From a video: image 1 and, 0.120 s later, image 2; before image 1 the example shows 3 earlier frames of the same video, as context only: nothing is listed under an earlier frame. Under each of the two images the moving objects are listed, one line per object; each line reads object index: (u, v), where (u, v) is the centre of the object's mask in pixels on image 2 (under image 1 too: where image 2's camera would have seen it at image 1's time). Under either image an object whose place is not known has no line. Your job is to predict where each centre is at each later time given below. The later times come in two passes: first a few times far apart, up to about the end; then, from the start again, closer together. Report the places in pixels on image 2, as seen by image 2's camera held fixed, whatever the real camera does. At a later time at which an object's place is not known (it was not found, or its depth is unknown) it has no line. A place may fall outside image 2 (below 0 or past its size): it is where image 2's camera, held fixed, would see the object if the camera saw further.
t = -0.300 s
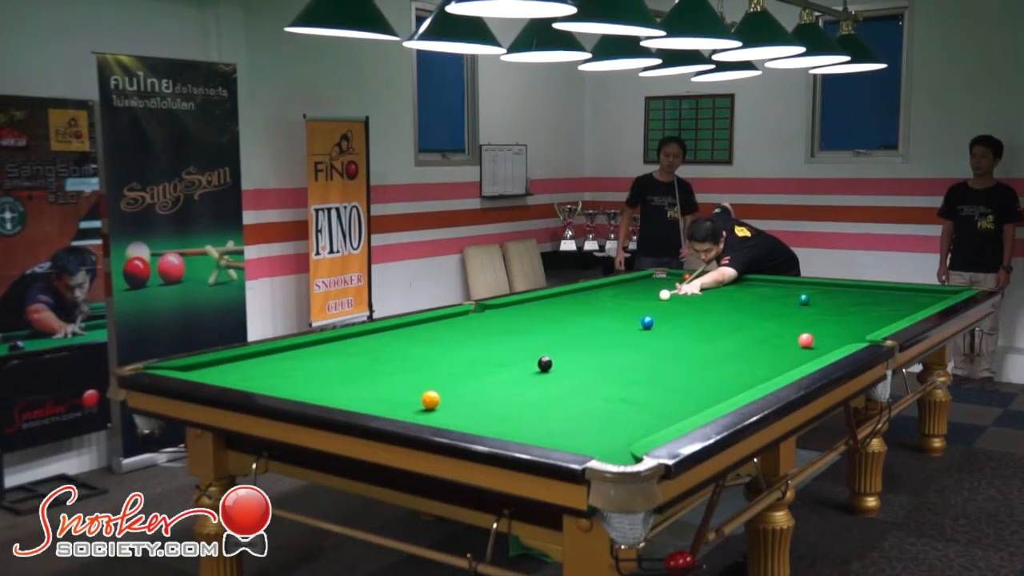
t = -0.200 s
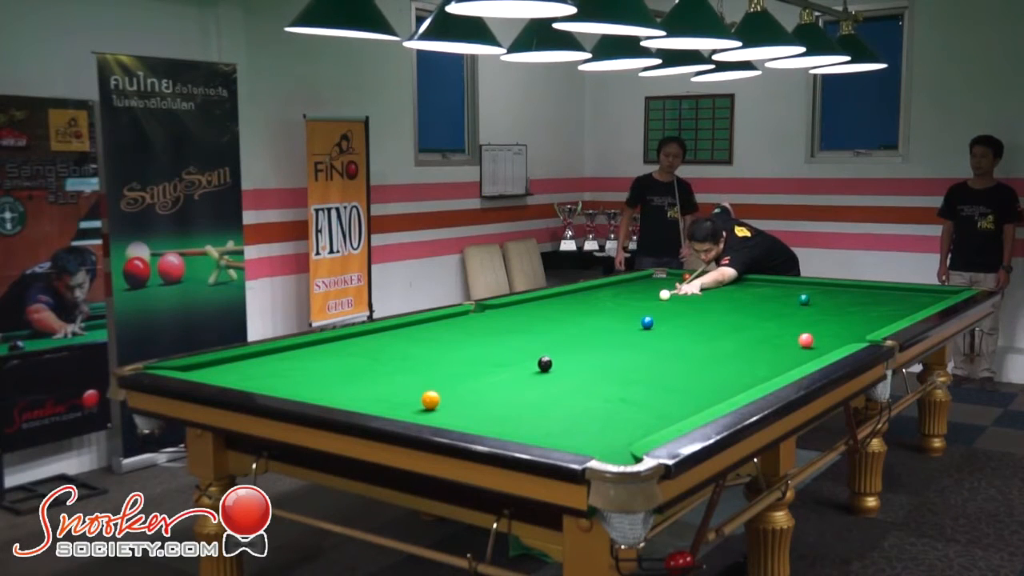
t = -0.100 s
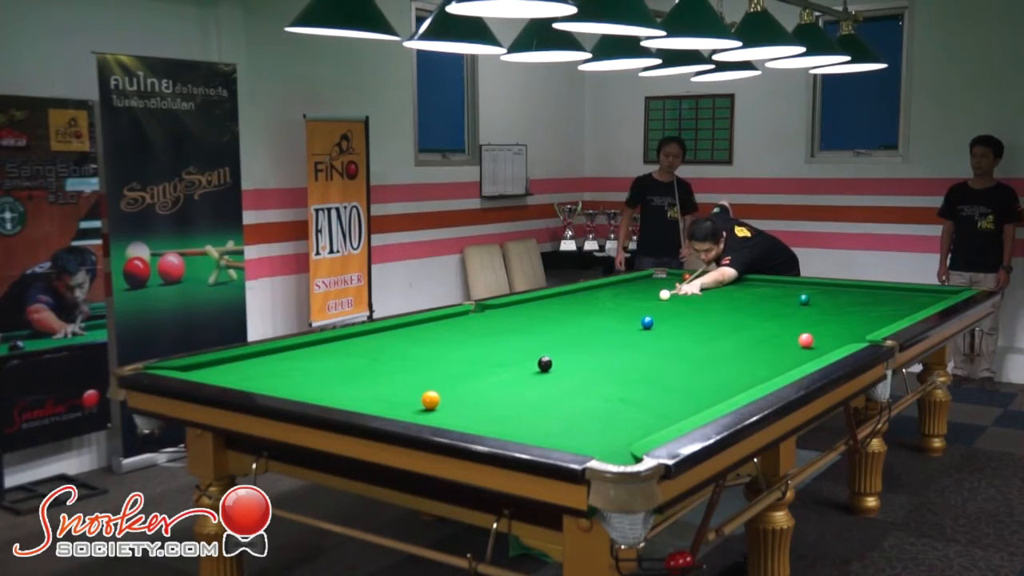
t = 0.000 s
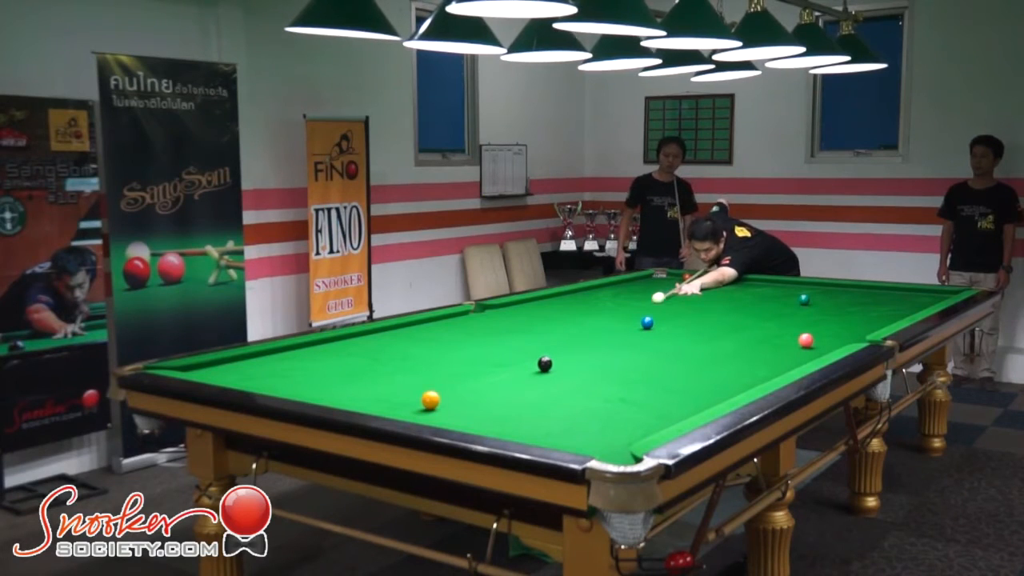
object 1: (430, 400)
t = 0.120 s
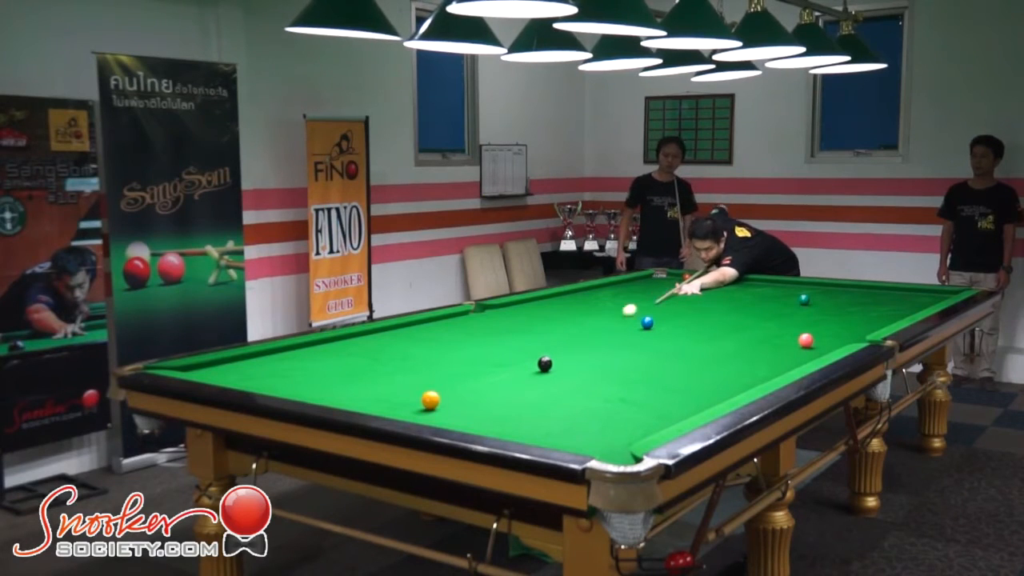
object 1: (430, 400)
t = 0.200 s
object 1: (430, 400)
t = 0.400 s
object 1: (430, 400)
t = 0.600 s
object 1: (430, 400)
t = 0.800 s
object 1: (426, 402)
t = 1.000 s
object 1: (448, 404)
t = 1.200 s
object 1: (509, 391)
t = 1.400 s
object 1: (563, 380)
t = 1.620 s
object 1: (615, 369)
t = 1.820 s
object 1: (658, 361)
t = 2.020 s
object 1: (697, 352)
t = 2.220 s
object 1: (732, 346)
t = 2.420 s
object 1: (764, 339)
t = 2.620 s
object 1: (793, 333)
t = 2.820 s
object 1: (821, 327)
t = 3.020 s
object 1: (845, 323)
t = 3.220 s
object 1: (868, 318)
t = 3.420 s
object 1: (889, 313)
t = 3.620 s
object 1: (908, 309)
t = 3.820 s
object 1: (926, 305)
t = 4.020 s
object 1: (934, 301)
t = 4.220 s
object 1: (938, 298)
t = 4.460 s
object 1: (942, 294)
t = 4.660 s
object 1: (945, 292)
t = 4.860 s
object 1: (945, 291)
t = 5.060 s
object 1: (941, 292)
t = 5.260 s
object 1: (937, 294)
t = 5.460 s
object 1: (934, 296)
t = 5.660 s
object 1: (930, 297)
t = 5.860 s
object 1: (927, 298)
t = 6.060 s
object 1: (924, 300)
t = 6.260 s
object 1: (921, 301)
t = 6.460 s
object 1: (919, 302)
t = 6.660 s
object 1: (917, 303)
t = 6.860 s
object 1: (915, 304)
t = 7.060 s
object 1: (913, 304)
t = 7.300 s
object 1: (911, 305)
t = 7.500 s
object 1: (909, 306)
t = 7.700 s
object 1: (908, 306)
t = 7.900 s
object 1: (907, 307)
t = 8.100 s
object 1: (907, 307)
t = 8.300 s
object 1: (907, 307)
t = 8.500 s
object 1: (907, 307)
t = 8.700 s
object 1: (907, 307)
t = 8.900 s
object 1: (907, 307)
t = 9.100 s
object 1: (907, 307)
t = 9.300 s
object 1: (907, 307)
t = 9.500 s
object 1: (907, 307)
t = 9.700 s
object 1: (907, 307)
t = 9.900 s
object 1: (907, 307)
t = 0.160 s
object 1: (430, 400)
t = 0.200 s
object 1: (430, 400)
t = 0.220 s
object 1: (430, 400)
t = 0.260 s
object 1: (430, 400)
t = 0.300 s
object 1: (430, 400)
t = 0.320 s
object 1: (430, 400)
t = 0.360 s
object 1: (430, 400)
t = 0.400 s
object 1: (430, 400)
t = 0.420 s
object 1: (430, 400)
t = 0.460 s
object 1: (430, 400)
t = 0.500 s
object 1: (430, 400)
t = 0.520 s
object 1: (430, 400)
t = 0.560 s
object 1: (430, 400)
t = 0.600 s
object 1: (430, 400)
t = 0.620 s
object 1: (430, 400)
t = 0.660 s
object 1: (430, 400)
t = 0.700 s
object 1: (430, 400)
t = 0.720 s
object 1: (430, 400)
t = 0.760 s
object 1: (430, 400)
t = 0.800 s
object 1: (426, 402)
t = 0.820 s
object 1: (420, 404)
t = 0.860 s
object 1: (409, 407)
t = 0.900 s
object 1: (412, 408)
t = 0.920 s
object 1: (420, 408)
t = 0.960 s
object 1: (435, 407)
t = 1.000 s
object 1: (448, 404)
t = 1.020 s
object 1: (455, 403)
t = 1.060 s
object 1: (467, 400)
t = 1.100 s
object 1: (480, 397)
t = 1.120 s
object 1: (486, 396)
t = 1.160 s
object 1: (497, 394)
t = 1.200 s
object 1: (509, 391)
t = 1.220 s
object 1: (514, 390)
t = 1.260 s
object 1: (526, 388)
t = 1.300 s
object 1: (537, 385)
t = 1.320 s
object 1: (542, 385)
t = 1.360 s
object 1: (553, 382)
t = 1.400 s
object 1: (563, 380)
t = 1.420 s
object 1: (567, 379)
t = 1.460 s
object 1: (578, 377)
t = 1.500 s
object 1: (587, 375)
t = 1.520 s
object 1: (592, 374)
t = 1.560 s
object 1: (601, 372)
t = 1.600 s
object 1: (611, 370)
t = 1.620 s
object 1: (615, 369)
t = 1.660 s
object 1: (624, 367)
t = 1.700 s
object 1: (633, 365)
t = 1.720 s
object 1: (637, 365)
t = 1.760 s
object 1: (646, 363)
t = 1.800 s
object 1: (654, 361)
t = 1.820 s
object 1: (658, 361)
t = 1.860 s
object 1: (666, 359)
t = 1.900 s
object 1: (674, 357)
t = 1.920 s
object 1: (678, 356)
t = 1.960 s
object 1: (686, 355)
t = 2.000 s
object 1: (693, 353)
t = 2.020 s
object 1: (697, 352)
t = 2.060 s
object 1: (704, 351)
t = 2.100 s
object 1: (711, 350)
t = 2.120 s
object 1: (715, 349)
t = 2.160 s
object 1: (722, 348)
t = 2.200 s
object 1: (729, 346)
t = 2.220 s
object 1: (732, 346)
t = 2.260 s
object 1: (739, 344)
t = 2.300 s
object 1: (746, 343)
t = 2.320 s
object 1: (748, 342)
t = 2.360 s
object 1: (755, 341)
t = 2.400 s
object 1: (761, 339)
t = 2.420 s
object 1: (764, 339)
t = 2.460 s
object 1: (770, 338)
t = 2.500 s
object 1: (776, 337)
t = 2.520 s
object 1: (779, 336)
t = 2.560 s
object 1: (785, 335)
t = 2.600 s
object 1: (790, 333)
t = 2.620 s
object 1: (793, 333)
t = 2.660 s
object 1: (798, 331)
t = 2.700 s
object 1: (804, 329)
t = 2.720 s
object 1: (807, 329)
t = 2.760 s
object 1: (813, 329)
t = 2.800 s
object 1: (818, 328)
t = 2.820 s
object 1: (821, 327)
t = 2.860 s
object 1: (826, 326)
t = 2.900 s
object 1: (831, 325)
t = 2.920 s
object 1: (833, 325)
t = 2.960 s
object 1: (838, 324)
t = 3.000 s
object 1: (843, 323)
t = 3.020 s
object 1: (845, 323)
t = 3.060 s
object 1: (850, 321)
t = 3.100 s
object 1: (855, 320)
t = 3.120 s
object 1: (857, 320)
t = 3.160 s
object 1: (861, 319)
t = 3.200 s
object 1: (866, 318)
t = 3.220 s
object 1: (868, 318)
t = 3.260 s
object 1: (872, 317)
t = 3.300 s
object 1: (876, 316)
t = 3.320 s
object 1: (879, 316)
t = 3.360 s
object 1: (883, 315)
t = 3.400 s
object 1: (887, 314)
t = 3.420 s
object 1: (889, 313)
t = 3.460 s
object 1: (893, 313)
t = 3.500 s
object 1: (897, 312)
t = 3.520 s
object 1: (899, 312)
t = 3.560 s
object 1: (902, 311)
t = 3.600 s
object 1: (907, 310)
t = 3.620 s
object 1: (908, 309)
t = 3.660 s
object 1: (912, 308)
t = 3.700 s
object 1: (915, 307)
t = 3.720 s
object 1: (917, 307)
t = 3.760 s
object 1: (920, 306)
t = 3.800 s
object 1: (924, 305)
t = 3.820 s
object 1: (926, 305)
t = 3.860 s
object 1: (929, 304)
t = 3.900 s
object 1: (933, 303)
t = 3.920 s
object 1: (933, 302)
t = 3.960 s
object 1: (933, 302)
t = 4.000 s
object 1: (934, 301)
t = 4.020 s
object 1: (934, 301)
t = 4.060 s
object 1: (935, 300)
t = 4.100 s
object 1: (936, 300)
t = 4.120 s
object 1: (936, 299)
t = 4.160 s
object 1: (937, 299)
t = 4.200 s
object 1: (937, 298)
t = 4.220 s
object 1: (938, 298)
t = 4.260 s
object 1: (939, 297)
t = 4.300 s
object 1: (940, 297)
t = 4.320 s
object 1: (940, 296)
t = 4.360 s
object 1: (940, 296)
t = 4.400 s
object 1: (941, 295)
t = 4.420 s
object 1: (941, 295)
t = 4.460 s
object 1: (942, 294)
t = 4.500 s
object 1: (942, 294)
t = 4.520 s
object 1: (943, 294)
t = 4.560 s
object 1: (944, 293)
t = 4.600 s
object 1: (944, 293)
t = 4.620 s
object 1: (944, 292)
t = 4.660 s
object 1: (945, 292)
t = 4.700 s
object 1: (946, 291)
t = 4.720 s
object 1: (946, 291)
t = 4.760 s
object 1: (946, 291)
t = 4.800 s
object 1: (946, 291)
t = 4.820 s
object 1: (946, 291)
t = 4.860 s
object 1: (945, 291)
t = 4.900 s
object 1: (945, 291)
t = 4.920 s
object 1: (944, 291)
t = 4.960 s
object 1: (943, 291)
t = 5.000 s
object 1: (942, 292)
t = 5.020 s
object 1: (942, 292)
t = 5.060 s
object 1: (941, 292)
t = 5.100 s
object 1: (940, 293)
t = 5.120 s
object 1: (940, 293)
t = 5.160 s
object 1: (939, 293)
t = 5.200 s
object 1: (939, 294)
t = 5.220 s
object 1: (938, 294)
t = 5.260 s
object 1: (937, 294)
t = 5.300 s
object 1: (937, 294)
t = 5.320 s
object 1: (936, 294)
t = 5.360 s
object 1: (935, 295)
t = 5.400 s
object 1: (935, 295)
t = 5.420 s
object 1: (934, 295)
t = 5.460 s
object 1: (934, 296)
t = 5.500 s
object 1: (933, 296)
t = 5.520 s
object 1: (933, 296)
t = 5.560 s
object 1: (932, 296)
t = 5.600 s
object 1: (931, 297)
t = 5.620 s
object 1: (931, 297)
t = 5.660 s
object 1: (930, 297)
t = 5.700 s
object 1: (929, 297)
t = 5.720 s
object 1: (929, 297)
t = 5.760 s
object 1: (929, 298)
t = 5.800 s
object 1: (928, 298)
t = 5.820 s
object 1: (928, 298)
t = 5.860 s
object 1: (927, 298)
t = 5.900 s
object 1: (927, 298)
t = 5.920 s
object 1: (926, 299)
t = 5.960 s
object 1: (926, 299)
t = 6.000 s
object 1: (925, 299)
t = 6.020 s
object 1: (925, 300)
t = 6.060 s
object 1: (924, 300)
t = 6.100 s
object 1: (923, 300)
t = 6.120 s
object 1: (923, 300)
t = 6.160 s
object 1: (922, 300)
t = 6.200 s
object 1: (922, 301)
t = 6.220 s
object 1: (922, 301)
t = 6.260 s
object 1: (921, 301)
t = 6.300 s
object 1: (921, 301)
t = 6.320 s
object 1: (921, 301)
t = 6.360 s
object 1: (920, 302)
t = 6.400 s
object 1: (920, 302)
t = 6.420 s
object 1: (919, 302)
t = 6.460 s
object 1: (919, 302)
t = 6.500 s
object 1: (918, 302)
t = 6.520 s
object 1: (918, 302)
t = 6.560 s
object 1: (918, 302)
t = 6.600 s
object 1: (917, 303)
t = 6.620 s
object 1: (917, 303)
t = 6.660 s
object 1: (917, 303)
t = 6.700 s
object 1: (916, 303)
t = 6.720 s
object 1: (916, 303)
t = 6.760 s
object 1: (916, 303)
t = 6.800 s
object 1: (915, 303)
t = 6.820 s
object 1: (915, 304)
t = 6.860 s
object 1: (915, 304)
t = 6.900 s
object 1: (914, 304)
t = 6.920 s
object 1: (914, 304)
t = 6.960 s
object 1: (914, 304)
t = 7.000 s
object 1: (913, 304)
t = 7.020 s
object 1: (913, 304)
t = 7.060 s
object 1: (913, 304)
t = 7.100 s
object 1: (912, 305)
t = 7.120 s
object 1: (912, 305)
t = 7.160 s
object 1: (912, 305)
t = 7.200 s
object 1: (912, 305)
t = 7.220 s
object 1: (911, 305)
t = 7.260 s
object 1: (911, 305)
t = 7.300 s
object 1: (911, 305)
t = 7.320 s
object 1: (911, 306)
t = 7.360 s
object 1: (910, 305)
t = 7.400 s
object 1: (910, 306)
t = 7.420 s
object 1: (910, 306)
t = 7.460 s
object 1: (909, 306)
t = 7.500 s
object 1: (909, 306)
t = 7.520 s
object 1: (909, 306)
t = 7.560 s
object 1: (908, 306)
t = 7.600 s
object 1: (908, 306)
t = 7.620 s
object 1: (909, 306)
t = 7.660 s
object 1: (908, 306)
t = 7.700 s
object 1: (908, 306)
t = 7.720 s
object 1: (908, 306)
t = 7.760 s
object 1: (907, 307)
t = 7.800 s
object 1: (907, 307)
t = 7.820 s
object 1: (908, 307)
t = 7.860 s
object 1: (907, 307)
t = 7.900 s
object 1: (907, 307)
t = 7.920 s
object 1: (907, 307)
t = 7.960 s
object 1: (907, 307)
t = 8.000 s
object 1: (907, 307)
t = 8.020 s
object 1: (907, 307)
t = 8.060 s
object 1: (907, 307)
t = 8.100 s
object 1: (907, 307)
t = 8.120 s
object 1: (907, 307)
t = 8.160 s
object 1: (907, 307)
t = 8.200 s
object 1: (907, 307)
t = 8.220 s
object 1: (907, 307)
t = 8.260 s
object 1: (907, 307)
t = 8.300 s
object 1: (907, 307)
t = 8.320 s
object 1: (907, 307)
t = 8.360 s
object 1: (907, 307)
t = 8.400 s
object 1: (907, 307)
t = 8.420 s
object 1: (907, 307)
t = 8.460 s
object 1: (907, 307)
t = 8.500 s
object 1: (907, 307)
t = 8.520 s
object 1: (907, 307)
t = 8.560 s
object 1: (907, 307)
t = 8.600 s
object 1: (907, 307)
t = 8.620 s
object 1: (907, 307)
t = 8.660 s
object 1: (907, 307)
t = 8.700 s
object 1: (907, 307)
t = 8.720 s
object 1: (907, 307)
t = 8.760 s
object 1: (907, 307)
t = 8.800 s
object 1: (907, 307)
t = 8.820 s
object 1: (907, 307)
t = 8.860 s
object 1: (907, 307)
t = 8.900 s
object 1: (907, 307)
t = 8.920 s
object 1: (907, 307)
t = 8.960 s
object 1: (907, 307)
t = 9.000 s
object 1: (907, 307)
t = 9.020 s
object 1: (907, 307)
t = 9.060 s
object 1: (907, 307)
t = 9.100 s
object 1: (907, 307)
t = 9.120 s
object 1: (907, 307)
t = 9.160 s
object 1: (907, 307)
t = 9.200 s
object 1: (907, 307)
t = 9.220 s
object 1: (907, 307)
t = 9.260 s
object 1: (907, 307)
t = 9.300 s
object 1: (907, 307)
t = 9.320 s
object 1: (907, 307)
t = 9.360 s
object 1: (907, 307)
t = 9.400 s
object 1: (907, 307)
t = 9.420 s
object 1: (907, 307)
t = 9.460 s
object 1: (907, 307)
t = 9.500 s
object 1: (907, 307)
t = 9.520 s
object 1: (907, 307)
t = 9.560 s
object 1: (907, 307)
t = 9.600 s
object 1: (907, 307)
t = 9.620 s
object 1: (907, 307)
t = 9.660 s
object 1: (907, 307)
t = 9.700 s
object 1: (907, 307)
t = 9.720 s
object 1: (907, 307)
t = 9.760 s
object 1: (907, 307)
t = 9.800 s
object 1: (907, 307)
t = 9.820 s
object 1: (907, 307)
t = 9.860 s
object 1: (907, 307)
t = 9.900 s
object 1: (907, 307)
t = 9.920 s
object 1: (907, 307)
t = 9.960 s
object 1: (907, 307)
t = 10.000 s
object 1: (907, 307)
